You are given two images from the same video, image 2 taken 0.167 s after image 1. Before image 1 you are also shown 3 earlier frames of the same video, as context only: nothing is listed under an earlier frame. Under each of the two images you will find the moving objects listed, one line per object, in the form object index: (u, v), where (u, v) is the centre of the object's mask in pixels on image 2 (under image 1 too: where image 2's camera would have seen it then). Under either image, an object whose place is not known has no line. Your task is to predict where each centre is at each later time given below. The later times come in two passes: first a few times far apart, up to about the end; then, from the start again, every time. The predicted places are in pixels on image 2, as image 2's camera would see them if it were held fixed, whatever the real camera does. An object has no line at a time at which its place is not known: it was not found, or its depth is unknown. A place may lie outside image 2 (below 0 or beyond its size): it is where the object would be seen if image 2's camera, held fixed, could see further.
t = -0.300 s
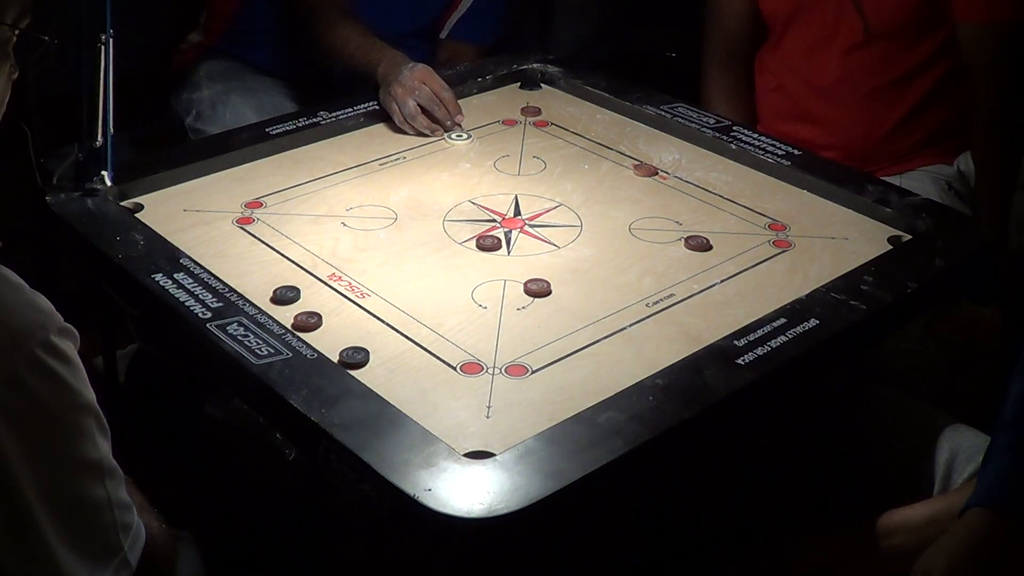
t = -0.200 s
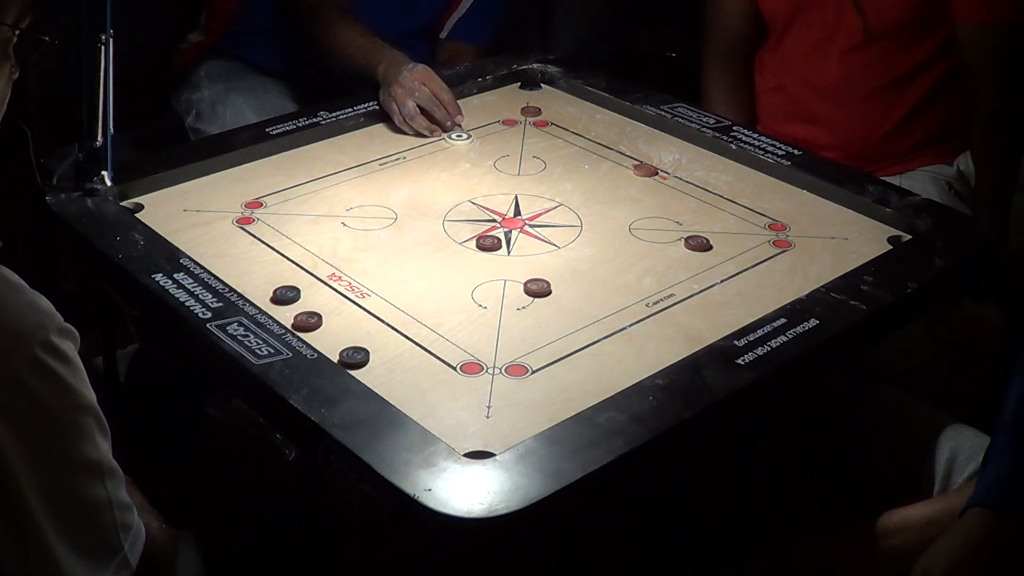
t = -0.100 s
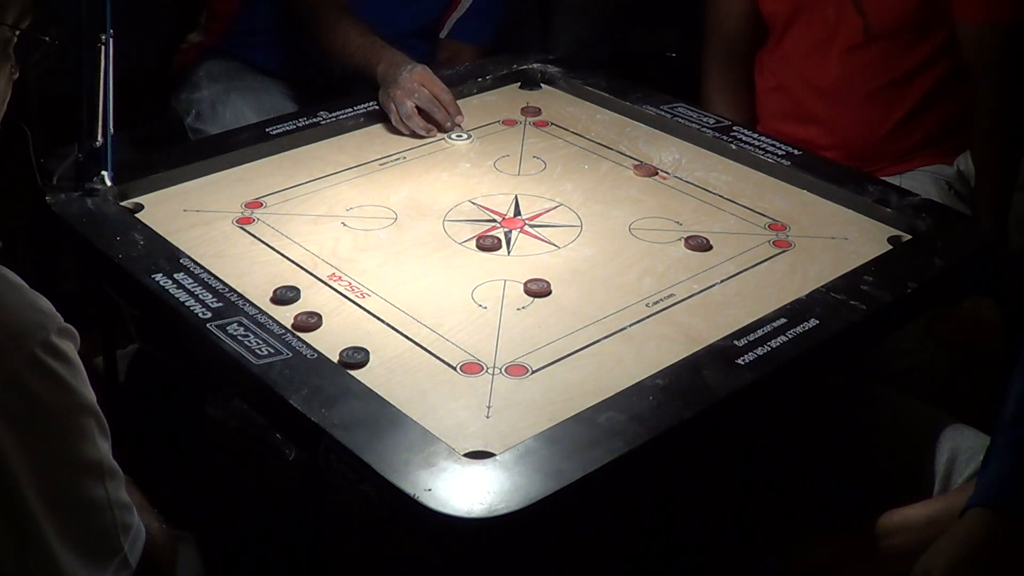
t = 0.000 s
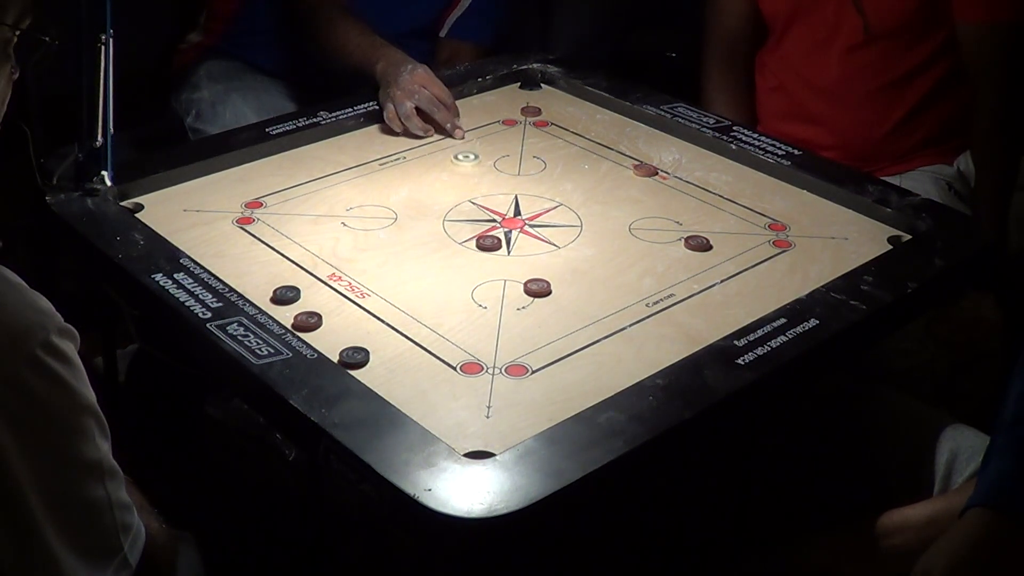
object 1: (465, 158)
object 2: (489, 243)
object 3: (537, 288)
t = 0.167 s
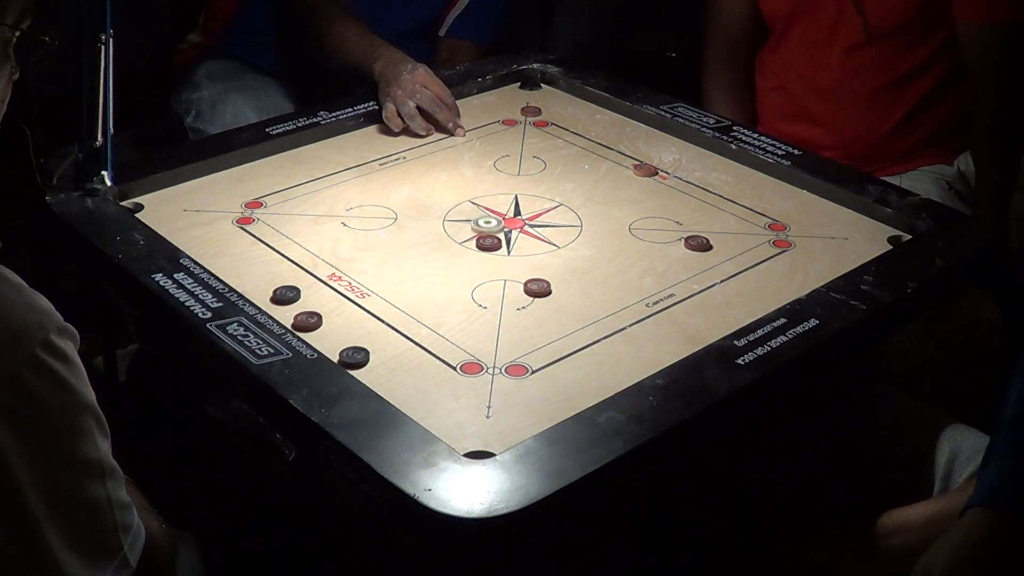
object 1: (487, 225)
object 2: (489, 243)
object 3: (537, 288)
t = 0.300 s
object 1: (502, 252)
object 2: (494, 317)
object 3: (537, 288)
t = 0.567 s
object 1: (516, 279)
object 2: (468, 446)
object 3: (548, 295)
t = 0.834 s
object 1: (516, 279)
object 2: (438, 394)
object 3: (550, 297)
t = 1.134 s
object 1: (516, 279)
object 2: (437, 381)
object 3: (550, 297)
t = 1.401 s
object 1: (516, 279)
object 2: (437, 381)
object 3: (550, 297)
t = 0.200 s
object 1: (491, 234)
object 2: (489, 257)
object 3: (537, 288)
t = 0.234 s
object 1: (495, 240)
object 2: (491, 276)
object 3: (537, 288)
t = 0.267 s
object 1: (499, 247)
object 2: (492, 296)
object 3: (537, 288)
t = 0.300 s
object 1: (502, 252)
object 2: (494, 317)
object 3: (537, 288)
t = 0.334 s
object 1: (505, 258)
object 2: (495, 338)
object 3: (537, 288)
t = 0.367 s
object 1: (508, 262)
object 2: (497, 359)
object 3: (537, 288)
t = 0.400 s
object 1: (511, 267)
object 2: (498, 381)
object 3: (537, 288)
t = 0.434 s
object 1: (513, 271)
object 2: (500, 402)
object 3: (537, 288)
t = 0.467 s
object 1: (515, 274)
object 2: (501, 423)
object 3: (538, 288)
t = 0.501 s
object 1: (515, 277)
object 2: (501, 441)
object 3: (541, 290)
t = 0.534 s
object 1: (516, 278)
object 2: (488, 450)
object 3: (545, 293)
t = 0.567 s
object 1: (516, 279)
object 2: (468, 446)
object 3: (548, 295)
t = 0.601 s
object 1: (516, 279)
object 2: (452, 440)
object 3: (549, 296)
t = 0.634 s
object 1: (516, 279)
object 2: (447, 432)
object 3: (550, 297)
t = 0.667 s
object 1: (516, 279)
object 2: (444, 425)
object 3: (550, 297)
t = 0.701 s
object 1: (516, 279)
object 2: (441, 417)
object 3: (550, 297)
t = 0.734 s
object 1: (516, 279)
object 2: (440, 410)
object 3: (550, 297)
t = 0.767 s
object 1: (516, 279)
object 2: (439, 404)
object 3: (550, 297)
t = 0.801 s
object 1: (516, 279)
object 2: (438, 398)
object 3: (550, 297)
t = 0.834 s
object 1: (516, 279)
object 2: (438, 394)
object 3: (550, 297)
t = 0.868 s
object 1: (516, 279)
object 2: (438, 390)
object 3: (550, 297)
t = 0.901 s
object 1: (516, 279)
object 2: (438, 387)
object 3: (550, 297)
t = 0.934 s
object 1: (516, 279)
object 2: (438, 385)
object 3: (550, 297)
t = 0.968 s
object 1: (516, 279)
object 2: (438, 383)
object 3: (550, 297)
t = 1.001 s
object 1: (516, 279)
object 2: (438, 382)
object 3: (550, 297)
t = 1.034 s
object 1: (516, 279)
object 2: (437, 381)
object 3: (550, 297)
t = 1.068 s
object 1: (516, 279)
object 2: (437, 381)
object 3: (550, 297)
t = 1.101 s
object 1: (516, 279)
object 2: (437, 381)
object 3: (550, 297)
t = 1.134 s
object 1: (516, 279)
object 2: (437, 381)
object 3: (550, 297)
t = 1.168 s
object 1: (516, 279)
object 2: (437, 381)
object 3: (550, 297)
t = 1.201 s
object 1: (516, 279)
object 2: (437, 381)
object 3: (550, 297)
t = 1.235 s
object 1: (516, 279)
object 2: (437, 381)
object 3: (550, 297)
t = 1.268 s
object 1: (516, 279)
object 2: (437, 381)
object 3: (550, 297)
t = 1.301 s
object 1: (516, 279)
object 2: (437, 381)
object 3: (550, 297)
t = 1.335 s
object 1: (516, 279)
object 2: (437, 381)
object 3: (550, 297)
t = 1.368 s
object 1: (516, 279)
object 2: (437, 381)
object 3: (550, 297)
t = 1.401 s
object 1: (516, 279)
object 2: (437, 381)
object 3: (550, 297)
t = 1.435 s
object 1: (516, 279)
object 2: (437, 381)
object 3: (550, 297)
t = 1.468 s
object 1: (516, 279)
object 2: (437, 381)
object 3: (550, 297)
